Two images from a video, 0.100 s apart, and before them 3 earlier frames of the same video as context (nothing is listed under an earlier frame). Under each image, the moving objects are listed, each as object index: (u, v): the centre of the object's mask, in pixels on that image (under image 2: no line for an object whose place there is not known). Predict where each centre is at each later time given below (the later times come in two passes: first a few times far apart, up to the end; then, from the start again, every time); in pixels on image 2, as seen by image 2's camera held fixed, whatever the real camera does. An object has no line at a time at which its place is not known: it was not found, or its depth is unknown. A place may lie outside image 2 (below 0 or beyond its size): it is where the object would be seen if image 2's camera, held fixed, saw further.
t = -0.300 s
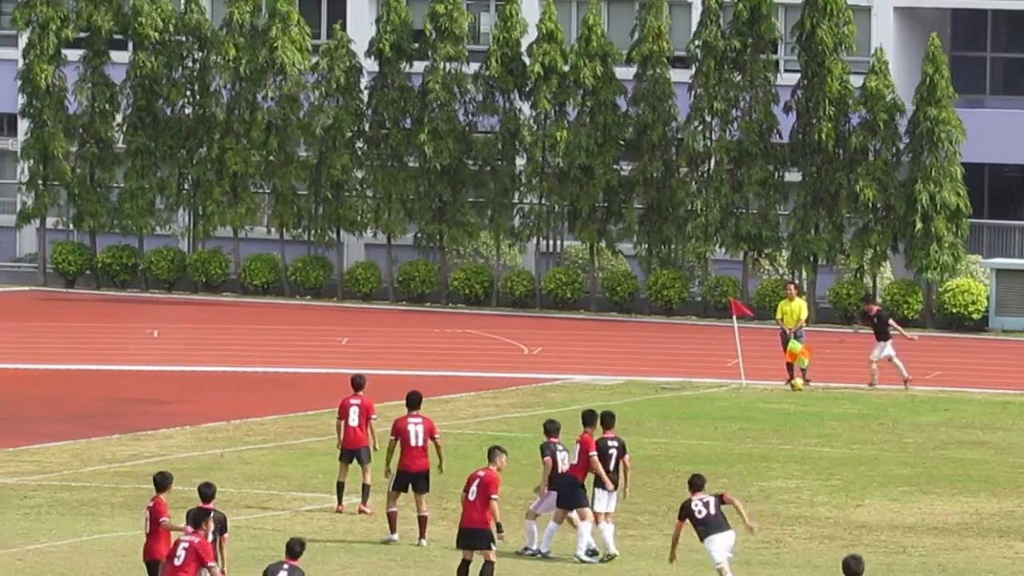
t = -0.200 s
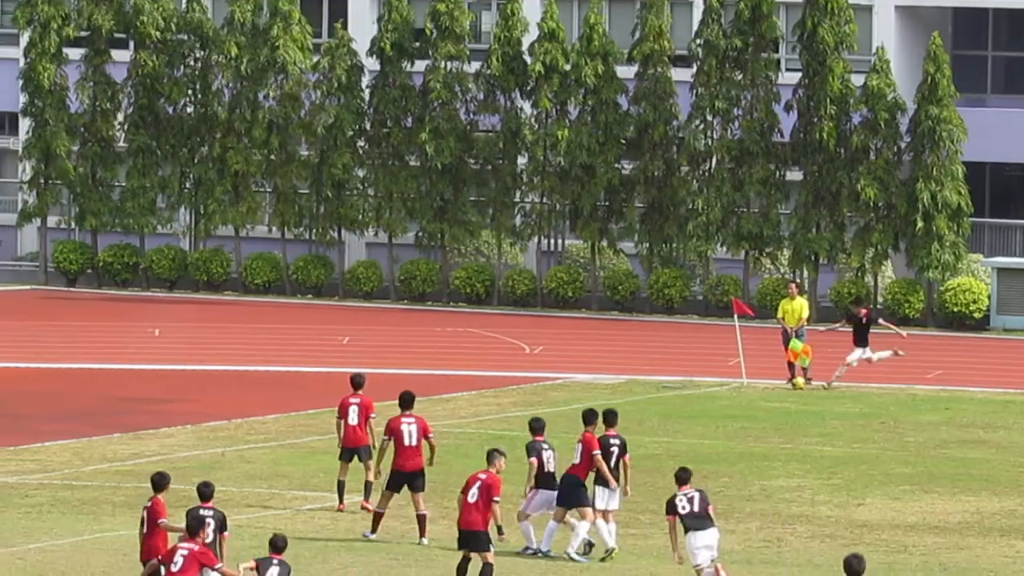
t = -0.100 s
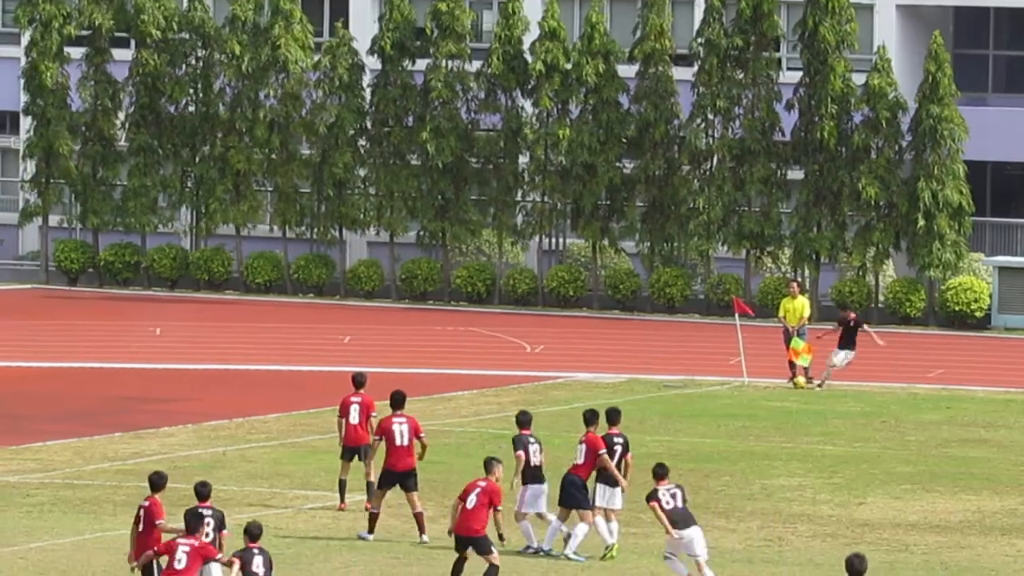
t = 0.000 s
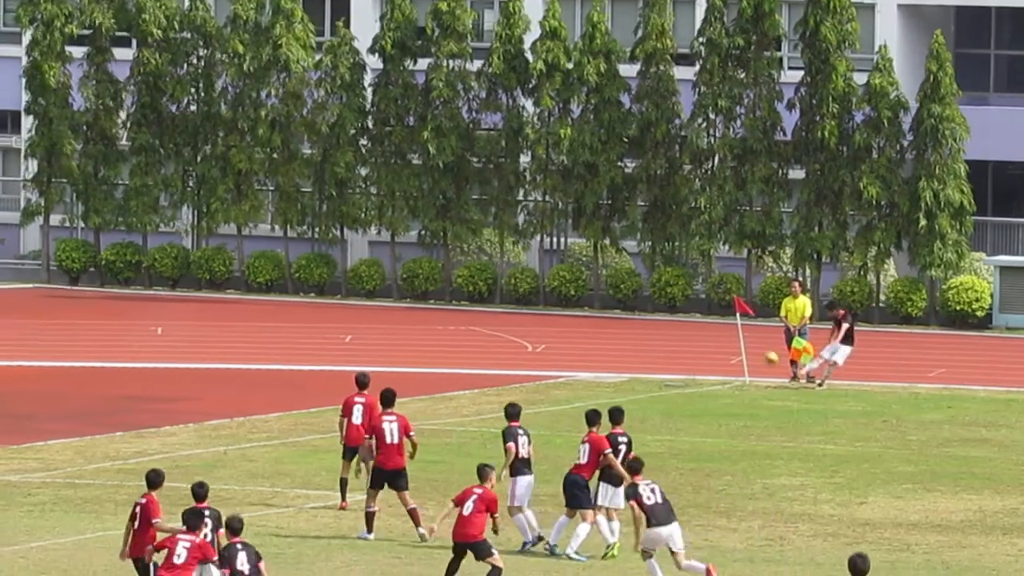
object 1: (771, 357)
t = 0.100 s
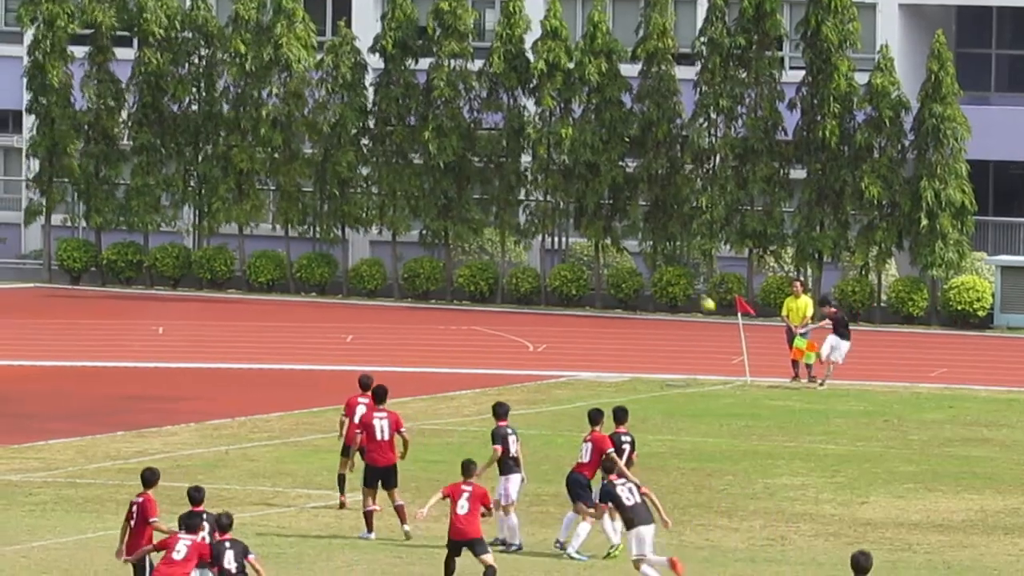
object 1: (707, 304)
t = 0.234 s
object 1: (629, 239)
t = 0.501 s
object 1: (488, 125)
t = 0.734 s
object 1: (386, 50)
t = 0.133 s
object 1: (687, 287)
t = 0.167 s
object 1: (667, 271)
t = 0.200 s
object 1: (648, 255)
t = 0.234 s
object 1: (629, 239)
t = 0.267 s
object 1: (609, 224)
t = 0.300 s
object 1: (590, 209)
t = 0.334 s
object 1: (573, 193)
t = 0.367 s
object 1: (556, 179)
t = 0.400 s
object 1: (538, 165)
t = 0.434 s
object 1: (521, 152)
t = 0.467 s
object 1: (505, 138)
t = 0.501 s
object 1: (488, 125)
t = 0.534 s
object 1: (474, 113)
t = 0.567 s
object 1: (458, 101)
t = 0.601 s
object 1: (442, 91)
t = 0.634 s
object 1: (429, 79)
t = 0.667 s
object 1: (414, 70)
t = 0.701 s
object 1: (399, 59)
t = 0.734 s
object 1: (386, 50)
